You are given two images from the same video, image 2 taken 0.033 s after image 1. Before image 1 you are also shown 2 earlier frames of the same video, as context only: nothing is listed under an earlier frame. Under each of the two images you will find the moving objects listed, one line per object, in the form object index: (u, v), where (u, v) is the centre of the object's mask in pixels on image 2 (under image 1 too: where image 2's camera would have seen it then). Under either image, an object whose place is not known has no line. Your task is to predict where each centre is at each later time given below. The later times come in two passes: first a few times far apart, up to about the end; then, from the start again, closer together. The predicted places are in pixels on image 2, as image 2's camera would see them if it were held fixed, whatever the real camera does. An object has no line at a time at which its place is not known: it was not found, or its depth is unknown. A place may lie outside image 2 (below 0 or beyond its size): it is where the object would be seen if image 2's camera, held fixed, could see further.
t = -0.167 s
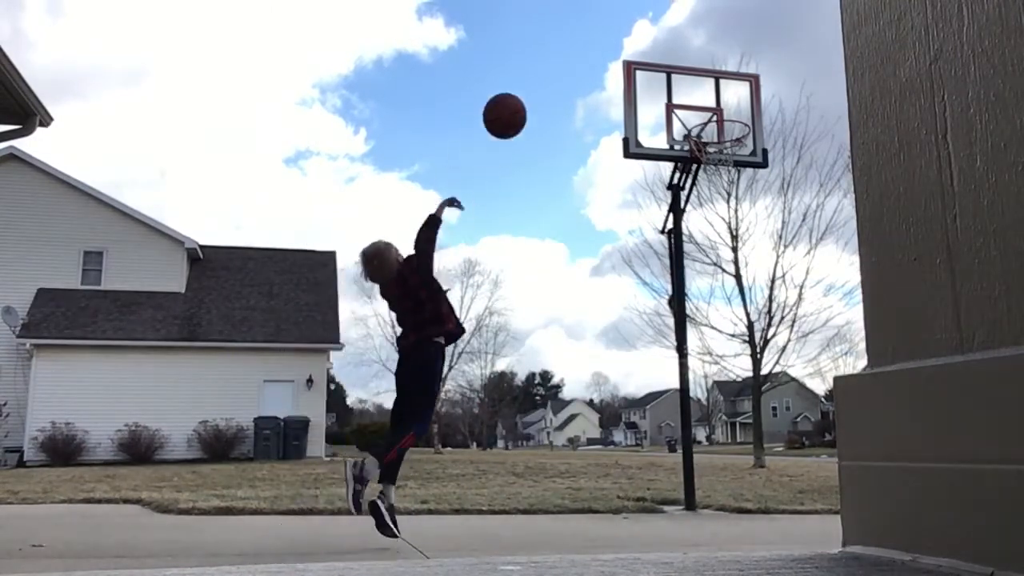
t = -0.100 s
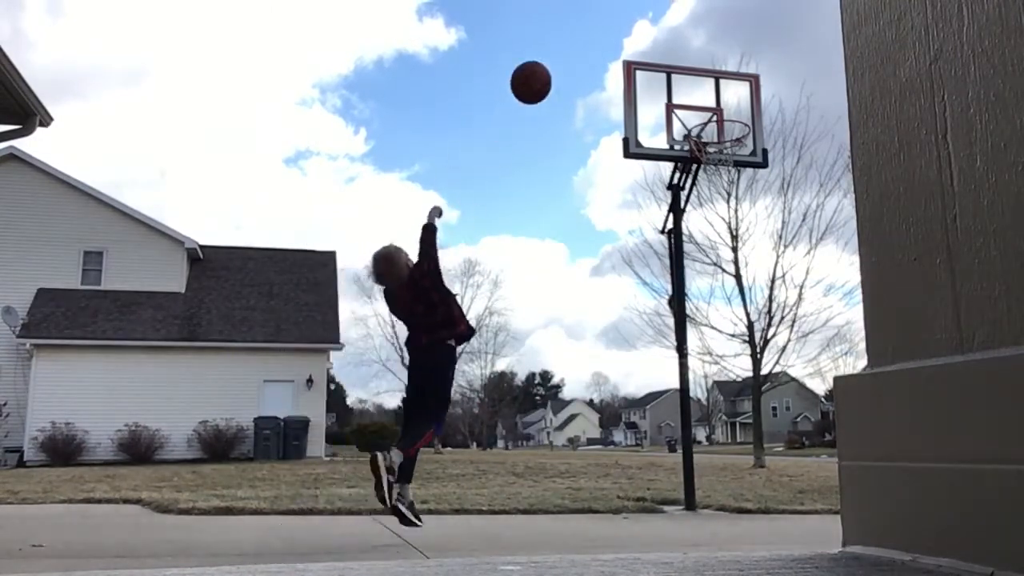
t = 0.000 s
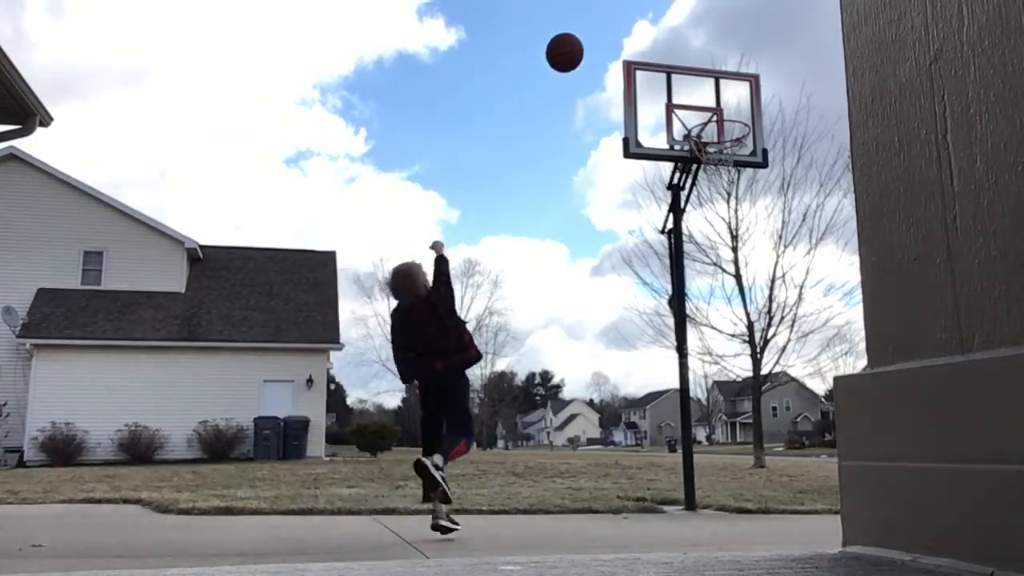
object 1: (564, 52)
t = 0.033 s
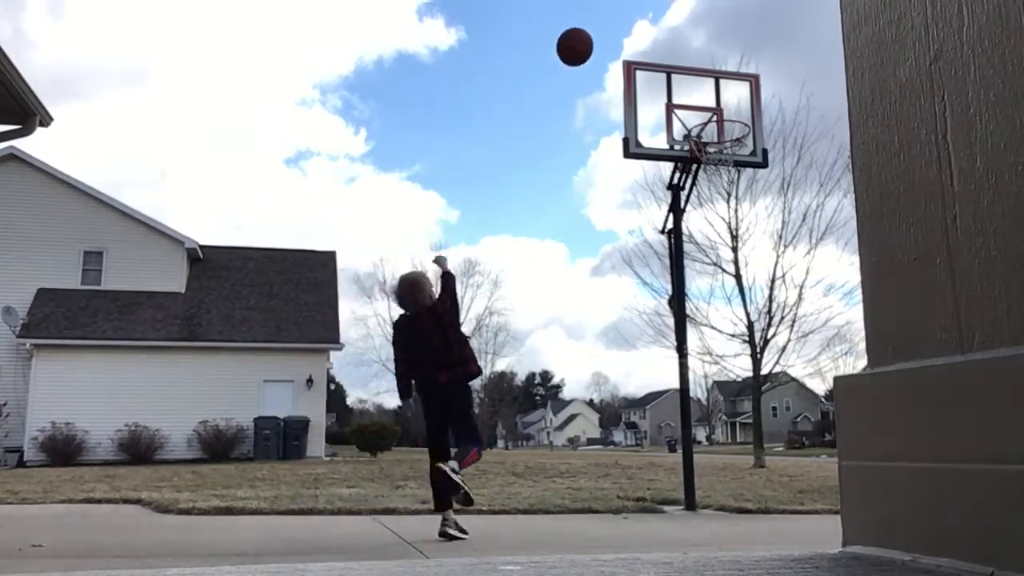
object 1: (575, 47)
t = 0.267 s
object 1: (633, 52)
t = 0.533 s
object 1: (696, 104)
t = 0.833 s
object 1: (703, 157)
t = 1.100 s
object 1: (717, 170)
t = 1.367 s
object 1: (743, 258)
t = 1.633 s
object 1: (777, 443)
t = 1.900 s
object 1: (796, 382)
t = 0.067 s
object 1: (584, 43)
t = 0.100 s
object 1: (593, 40)
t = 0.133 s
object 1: (602, 40)
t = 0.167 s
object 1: (610, 41)
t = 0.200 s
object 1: (618, 43)
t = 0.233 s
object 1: (626, 47)
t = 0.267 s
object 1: (633, 52)
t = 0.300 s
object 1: (641, 58)
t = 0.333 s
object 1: (648, 65)
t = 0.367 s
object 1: (653, 73)
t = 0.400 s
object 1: (660, 81)
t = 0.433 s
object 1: (667, 91)
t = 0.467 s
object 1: (675, 98)
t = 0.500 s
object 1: (685, 100)
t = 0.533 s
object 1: (696, 104)
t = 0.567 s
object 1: (706, 109)
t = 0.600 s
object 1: (718, 115)
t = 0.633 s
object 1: (729, 122)
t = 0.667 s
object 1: (727, 129)
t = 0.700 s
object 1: (720, 136)
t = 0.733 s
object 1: (713, 144)
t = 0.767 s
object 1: (707, 152)
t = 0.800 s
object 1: (703, 157)
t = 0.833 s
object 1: (703, 157)
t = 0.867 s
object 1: (703, 155)
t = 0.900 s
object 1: (703, 153)
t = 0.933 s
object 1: (704, 153)
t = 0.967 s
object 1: (706, 154)
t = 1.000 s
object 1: (708, 155)
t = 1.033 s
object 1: (710, 158)
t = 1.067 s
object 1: (715, 165)
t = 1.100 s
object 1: (717, 170)
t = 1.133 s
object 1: (720, 175)
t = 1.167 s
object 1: (723, 184)
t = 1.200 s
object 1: (726, 193)
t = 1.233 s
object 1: (729, 203)
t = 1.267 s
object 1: (733, 215)
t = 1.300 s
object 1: (737, 228)
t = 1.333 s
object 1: (740, 243)
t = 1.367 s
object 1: (743, 258)
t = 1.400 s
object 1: (747, 276)
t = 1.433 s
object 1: (751, 295)
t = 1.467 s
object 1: (755, 316)
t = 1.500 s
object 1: (759, 337)
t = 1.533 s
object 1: (764, 362)
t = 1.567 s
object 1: (769, 387)
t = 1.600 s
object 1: (772, 414)
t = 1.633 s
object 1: (777, 443)
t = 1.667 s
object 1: (782, 474)
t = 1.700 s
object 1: (787, 507)
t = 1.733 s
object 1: (788, 484)
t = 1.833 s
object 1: (792, 418)
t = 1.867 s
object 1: (794, 399)
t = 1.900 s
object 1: (796, 382)
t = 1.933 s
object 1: (797, 366)
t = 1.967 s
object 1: (799, 353)
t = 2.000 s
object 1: (801, 341)
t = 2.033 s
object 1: (803, 331)
